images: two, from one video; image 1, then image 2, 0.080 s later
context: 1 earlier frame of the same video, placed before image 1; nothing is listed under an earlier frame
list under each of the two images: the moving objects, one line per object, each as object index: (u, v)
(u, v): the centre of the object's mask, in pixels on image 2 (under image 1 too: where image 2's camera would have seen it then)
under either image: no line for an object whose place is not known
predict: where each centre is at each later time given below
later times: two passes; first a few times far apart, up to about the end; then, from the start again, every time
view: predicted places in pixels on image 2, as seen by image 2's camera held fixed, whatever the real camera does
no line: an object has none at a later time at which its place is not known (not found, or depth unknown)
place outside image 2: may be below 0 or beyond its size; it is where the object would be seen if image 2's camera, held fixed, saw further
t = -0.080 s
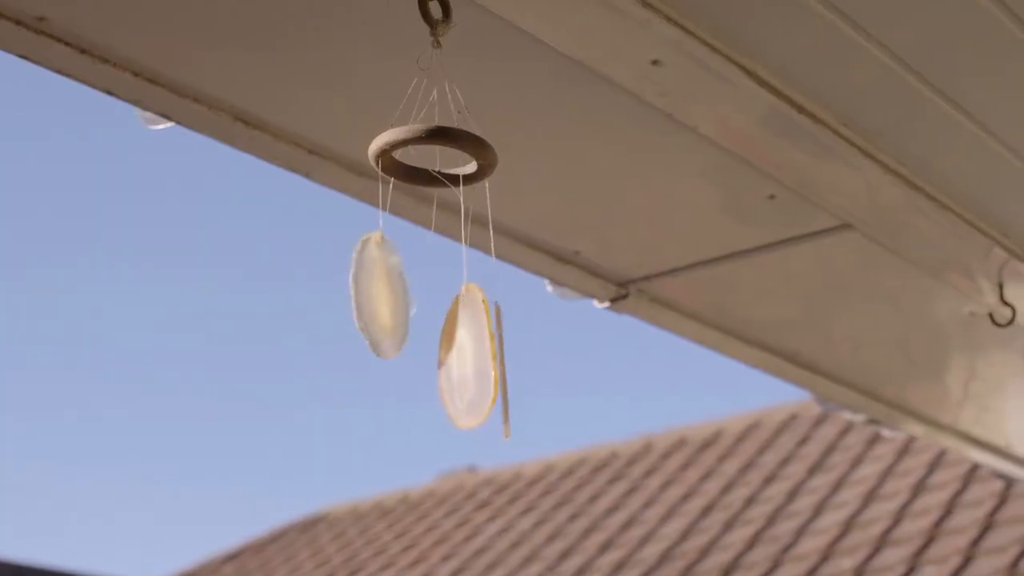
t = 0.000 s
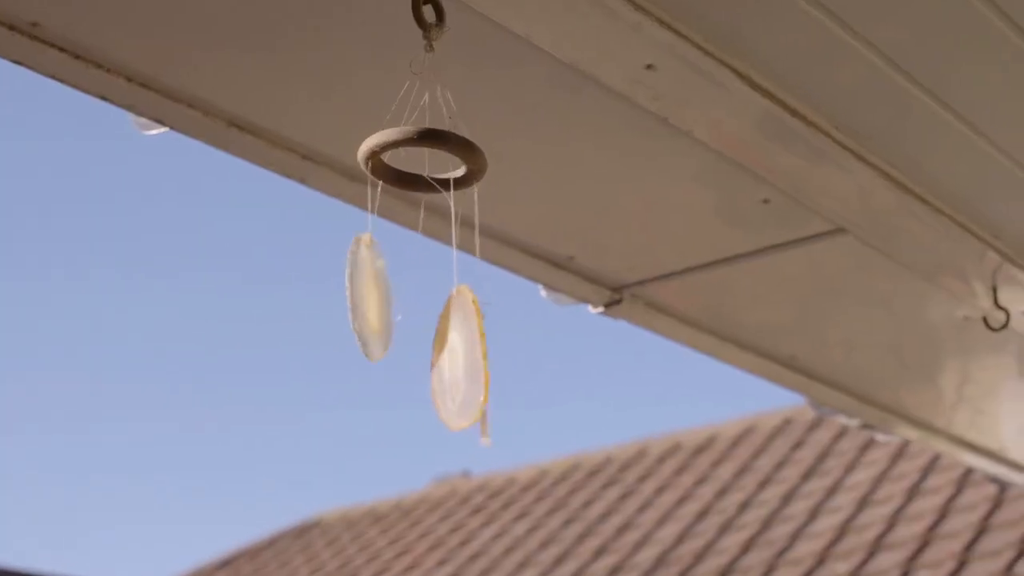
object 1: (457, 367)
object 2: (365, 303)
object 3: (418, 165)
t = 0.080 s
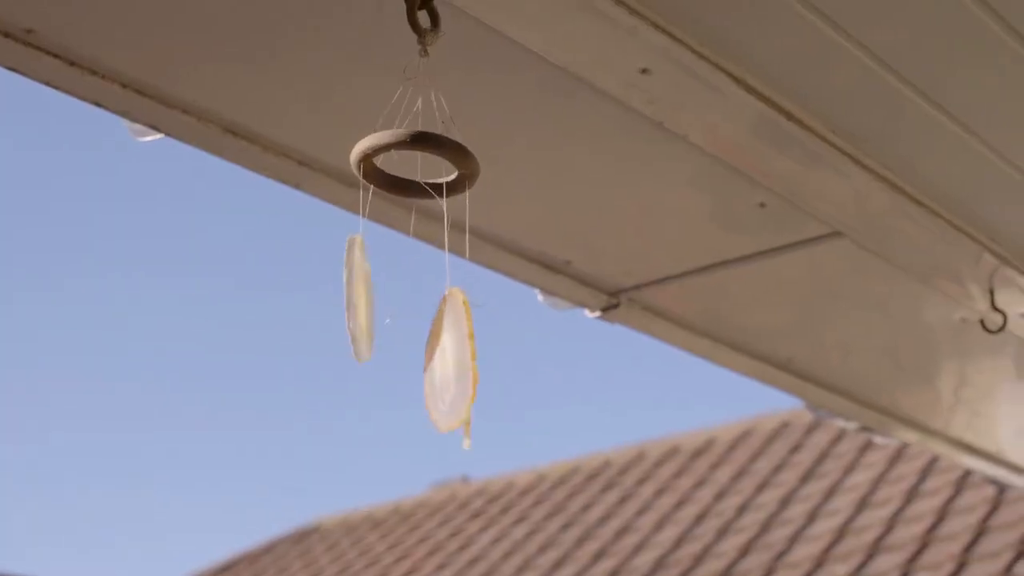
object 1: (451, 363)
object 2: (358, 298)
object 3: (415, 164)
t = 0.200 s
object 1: (436, 358)
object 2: (350, 288)
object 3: (410, 161)
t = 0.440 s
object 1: (433, 365)
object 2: (357, 295)
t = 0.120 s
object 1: (446, 361)
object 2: (355, 295)
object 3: (414, 163)
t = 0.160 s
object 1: (440, 358)
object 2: (351, 292)
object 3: (412, 162)
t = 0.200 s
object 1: (436, 358)
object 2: (350, 288)
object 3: (410, 161)
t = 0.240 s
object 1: (432, 357)
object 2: (350, 288)
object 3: (409, 161)
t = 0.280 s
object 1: (430, 357)
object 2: (350, 288)
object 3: (408, 161)
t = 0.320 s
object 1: (429, 359)
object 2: (351, 290)
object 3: (408, 161)
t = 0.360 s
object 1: (429, 361)
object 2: (352, 291)
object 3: (409, 161)
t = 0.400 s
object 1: (430, 363)
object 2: (354, 294)
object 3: (409, 162)
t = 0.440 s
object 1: (433, 365)
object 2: (357, 295)
